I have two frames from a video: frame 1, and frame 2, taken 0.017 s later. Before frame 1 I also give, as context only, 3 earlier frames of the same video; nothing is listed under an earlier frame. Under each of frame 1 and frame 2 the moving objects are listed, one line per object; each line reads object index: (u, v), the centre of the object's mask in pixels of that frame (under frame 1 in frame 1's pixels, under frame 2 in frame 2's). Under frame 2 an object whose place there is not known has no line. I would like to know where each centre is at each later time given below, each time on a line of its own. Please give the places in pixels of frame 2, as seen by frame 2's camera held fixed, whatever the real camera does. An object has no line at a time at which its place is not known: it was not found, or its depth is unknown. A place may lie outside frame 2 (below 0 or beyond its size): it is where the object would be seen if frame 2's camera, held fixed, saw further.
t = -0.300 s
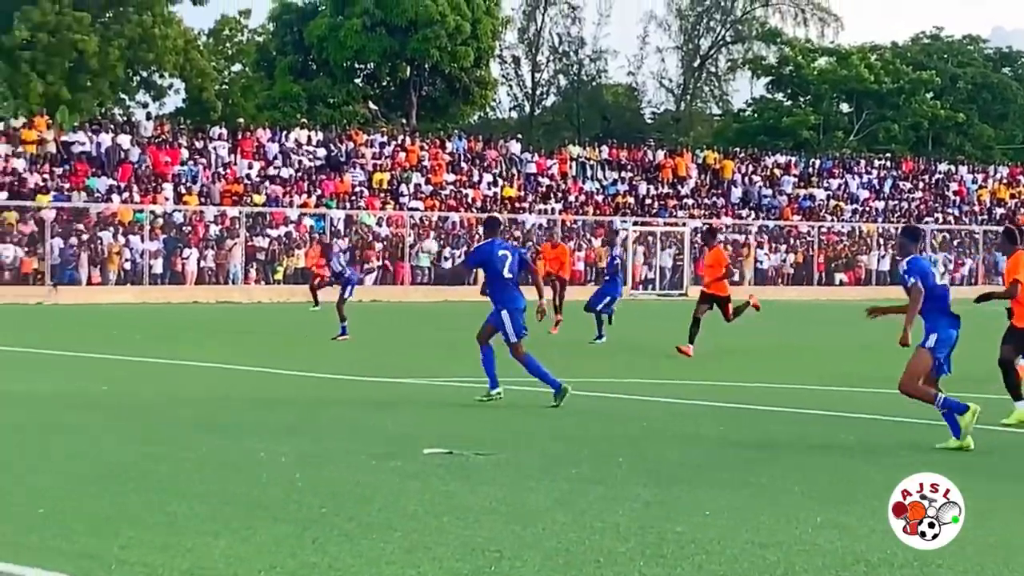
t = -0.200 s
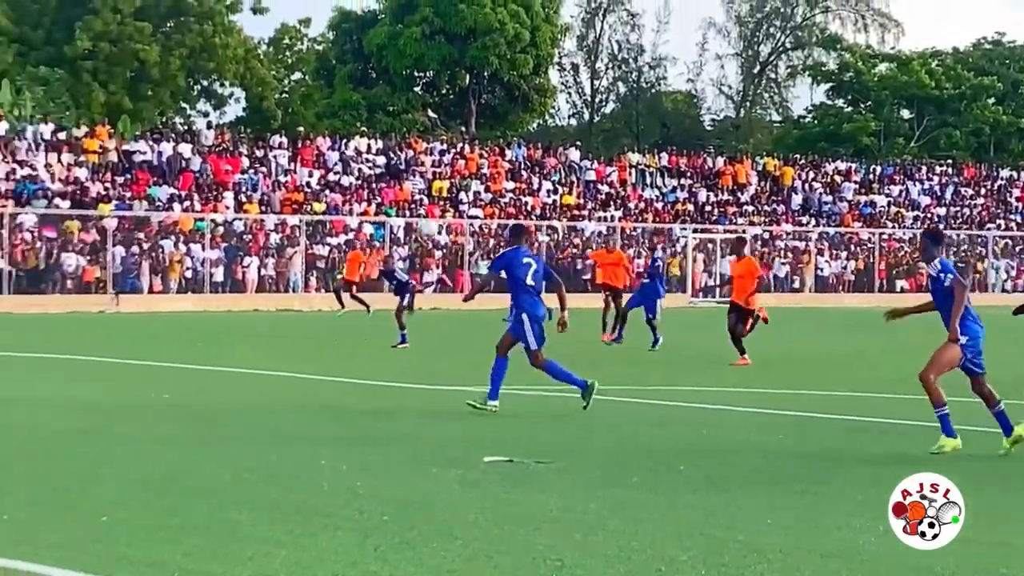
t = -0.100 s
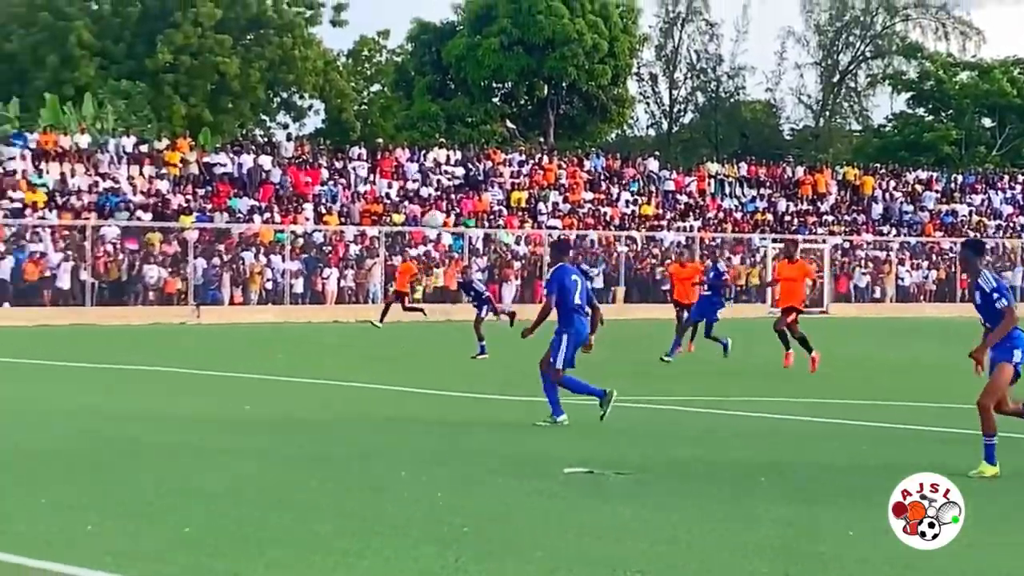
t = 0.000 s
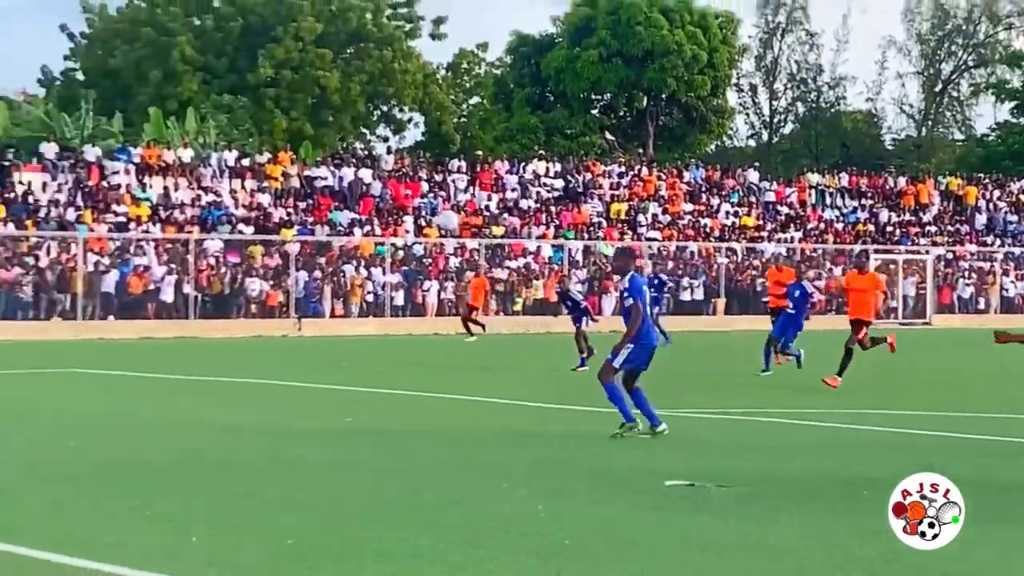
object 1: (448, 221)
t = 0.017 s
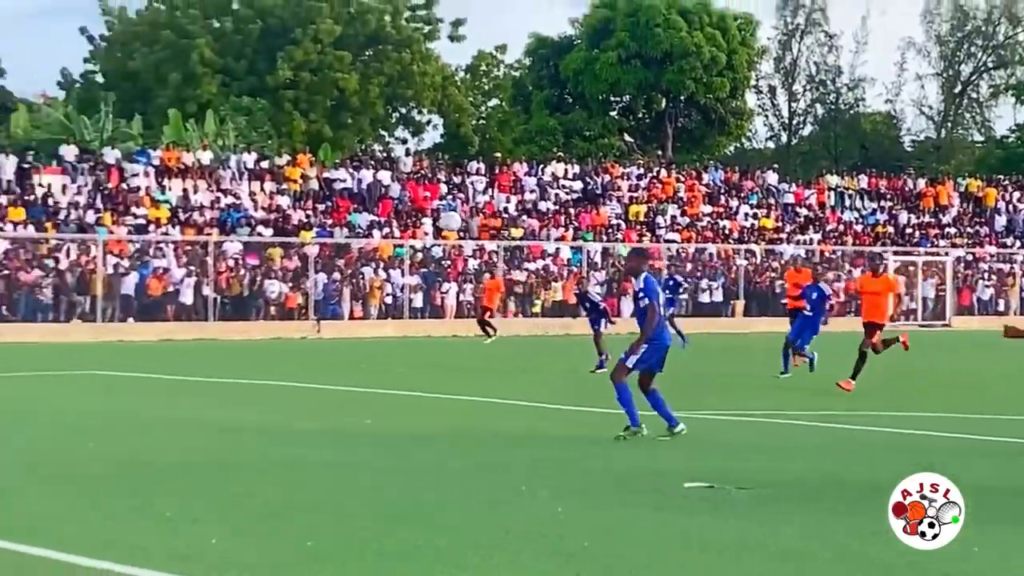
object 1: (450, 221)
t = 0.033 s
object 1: (434, 220)
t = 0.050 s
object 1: (420, 221)
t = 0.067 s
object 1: (401, 220)
